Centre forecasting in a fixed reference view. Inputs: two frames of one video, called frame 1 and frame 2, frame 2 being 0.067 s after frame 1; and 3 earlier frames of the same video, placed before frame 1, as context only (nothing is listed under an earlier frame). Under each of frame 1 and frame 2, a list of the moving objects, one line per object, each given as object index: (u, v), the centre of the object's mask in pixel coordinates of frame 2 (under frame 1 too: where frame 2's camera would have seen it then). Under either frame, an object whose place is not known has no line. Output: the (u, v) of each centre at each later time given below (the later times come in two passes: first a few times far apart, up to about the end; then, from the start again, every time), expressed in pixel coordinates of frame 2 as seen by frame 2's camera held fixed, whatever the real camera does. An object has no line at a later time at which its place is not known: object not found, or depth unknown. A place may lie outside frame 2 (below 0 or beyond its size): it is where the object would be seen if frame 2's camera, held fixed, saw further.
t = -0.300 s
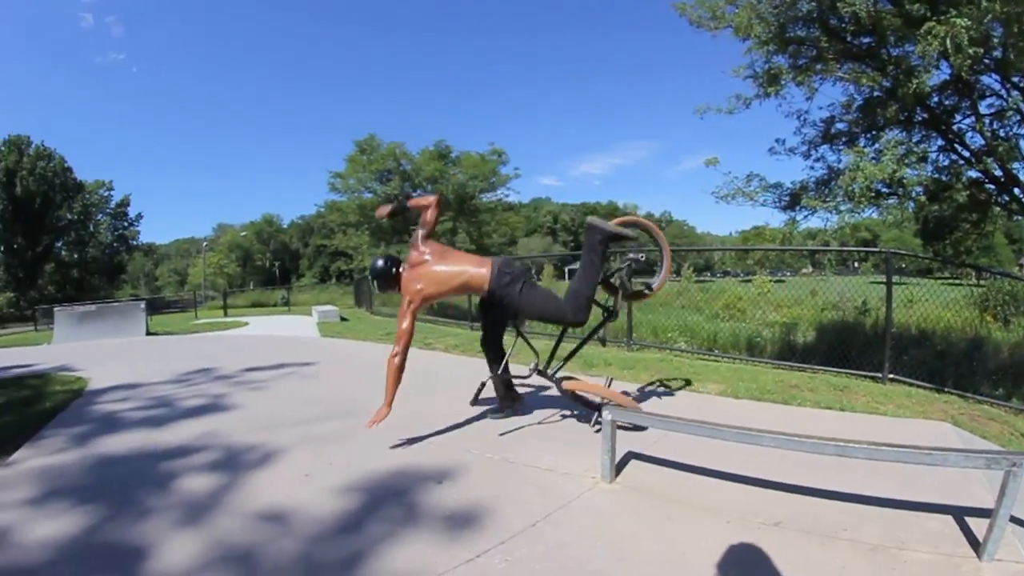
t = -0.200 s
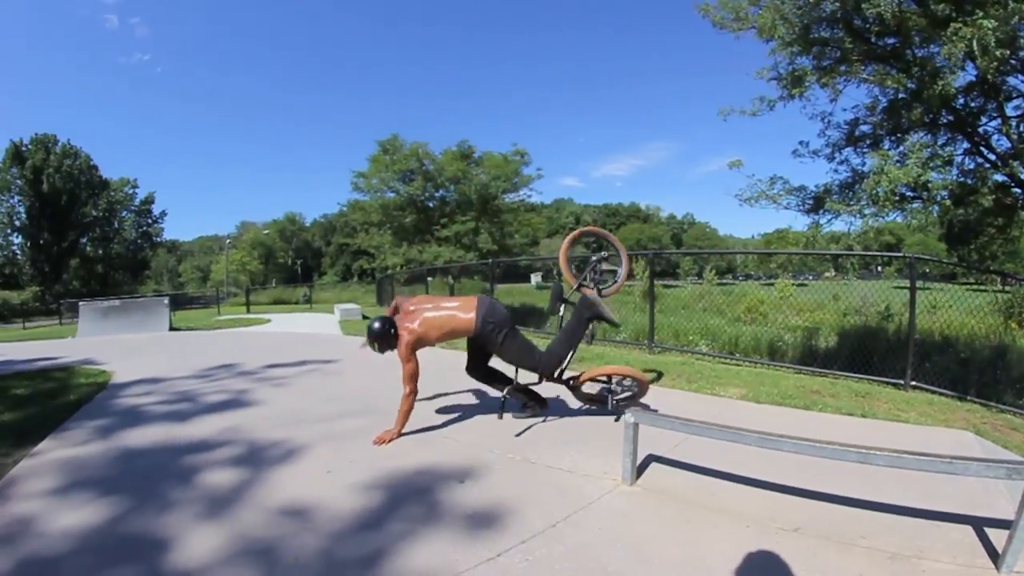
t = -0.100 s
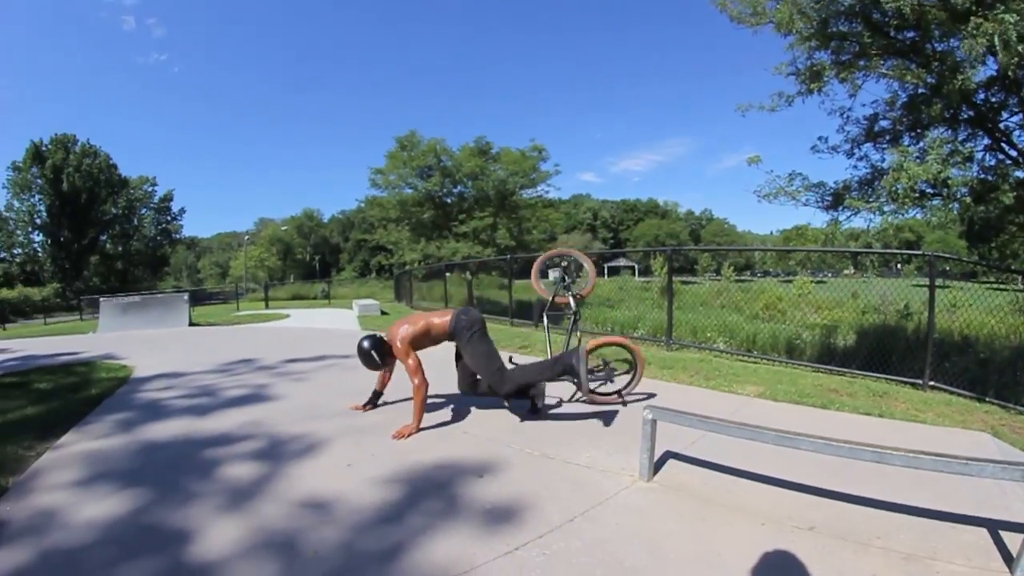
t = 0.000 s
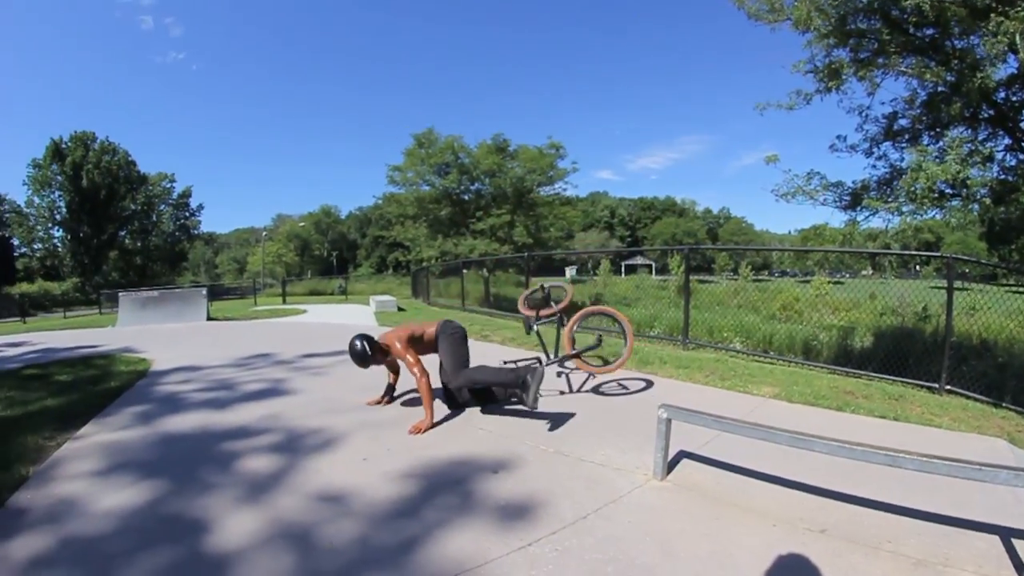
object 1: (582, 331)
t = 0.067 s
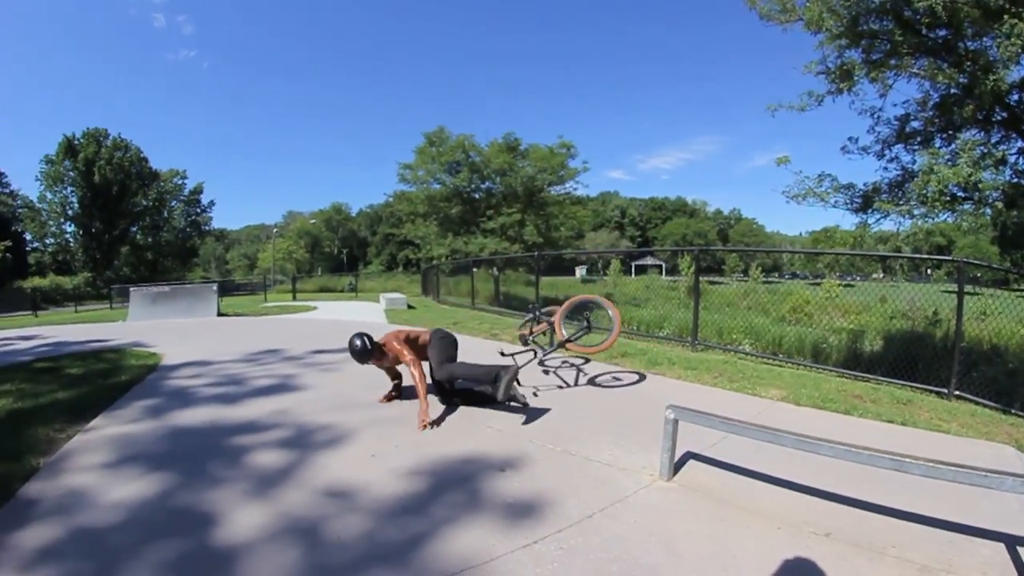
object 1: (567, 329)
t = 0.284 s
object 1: (546, 327)
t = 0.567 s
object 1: (552, 315)
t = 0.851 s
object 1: (558, 334)
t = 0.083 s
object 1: (566, 327)
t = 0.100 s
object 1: (563, 325)
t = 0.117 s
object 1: (560, 323)
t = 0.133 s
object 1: (556, 322)
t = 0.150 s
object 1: (551, 323)
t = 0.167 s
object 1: (553, 321)
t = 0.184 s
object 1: (554, 319)
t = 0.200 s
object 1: (555, 319)
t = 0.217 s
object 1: (555, 320)
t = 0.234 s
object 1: (554, 322)
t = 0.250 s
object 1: (552, 324)
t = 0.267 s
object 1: (549, 327)
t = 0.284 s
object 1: (546, 327)
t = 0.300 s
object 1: (544, 326)
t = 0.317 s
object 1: (543, 325)
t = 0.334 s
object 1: (540, 321)
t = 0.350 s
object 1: (540, 320)
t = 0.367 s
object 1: (548, 316)
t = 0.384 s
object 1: (543, 315)
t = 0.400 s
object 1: (544, 315)
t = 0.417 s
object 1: (545, 315)
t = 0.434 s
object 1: (546, 314)
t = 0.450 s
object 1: (547, 314)
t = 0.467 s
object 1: (554, 315)
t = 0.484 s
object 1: (549, 314)
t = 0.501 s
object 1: (550, 314)
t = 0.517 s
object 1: (555, 316)
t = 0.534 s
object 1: (555, 316)
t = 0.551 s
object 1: (551, 315)
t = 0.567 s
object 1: (552, 315)
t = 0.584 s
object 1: (553, 318)
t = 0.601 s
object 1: (554, 317)
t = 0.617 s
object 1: (553, 318)
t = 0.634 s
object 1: (553, 320)
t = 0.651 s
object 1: (552, 323)
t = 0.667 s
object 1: (553, 325)
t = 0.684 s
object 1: (552, 326)
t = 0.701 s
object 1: (552, 328)
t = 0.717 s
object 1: (554, 328)
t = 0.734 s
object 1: (554, 329)
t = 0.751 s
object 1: (556, 332)
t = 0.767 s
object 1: (556, 334)
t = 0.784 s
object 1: (557, 335)
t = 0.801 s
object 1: (558, 337)
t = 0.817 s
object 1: (557, 336)
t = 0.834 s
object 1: (558, 336)
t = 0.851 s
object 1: (558, 334)
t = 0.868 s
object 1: (559, 333)
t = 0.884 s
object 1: (557, 333)
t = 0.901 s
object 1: (558, 332)
